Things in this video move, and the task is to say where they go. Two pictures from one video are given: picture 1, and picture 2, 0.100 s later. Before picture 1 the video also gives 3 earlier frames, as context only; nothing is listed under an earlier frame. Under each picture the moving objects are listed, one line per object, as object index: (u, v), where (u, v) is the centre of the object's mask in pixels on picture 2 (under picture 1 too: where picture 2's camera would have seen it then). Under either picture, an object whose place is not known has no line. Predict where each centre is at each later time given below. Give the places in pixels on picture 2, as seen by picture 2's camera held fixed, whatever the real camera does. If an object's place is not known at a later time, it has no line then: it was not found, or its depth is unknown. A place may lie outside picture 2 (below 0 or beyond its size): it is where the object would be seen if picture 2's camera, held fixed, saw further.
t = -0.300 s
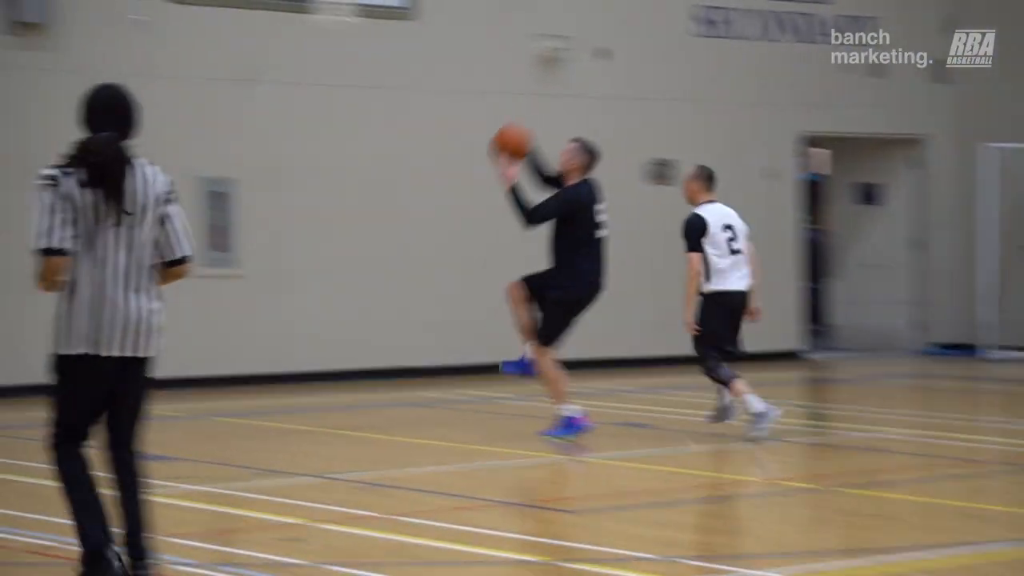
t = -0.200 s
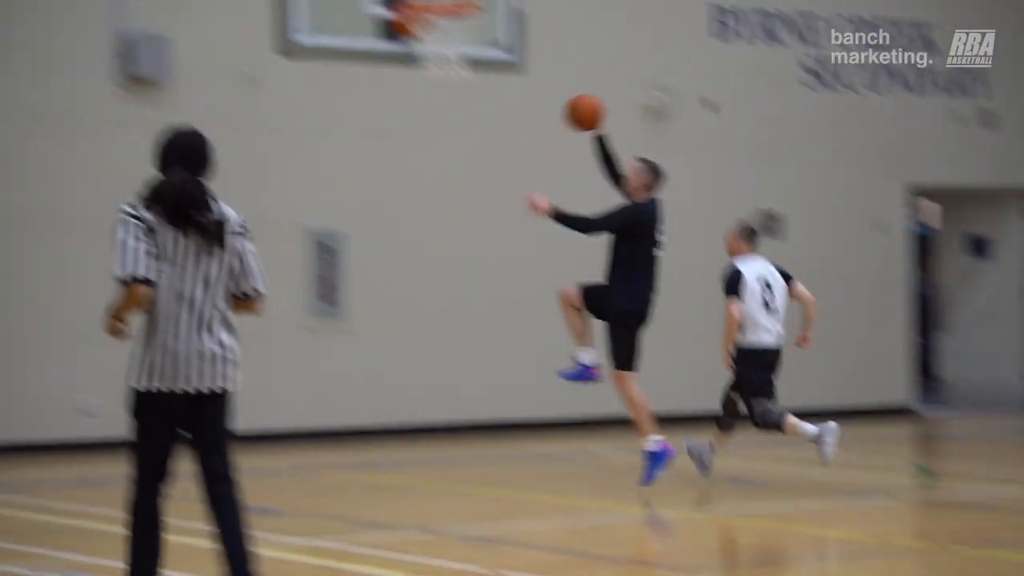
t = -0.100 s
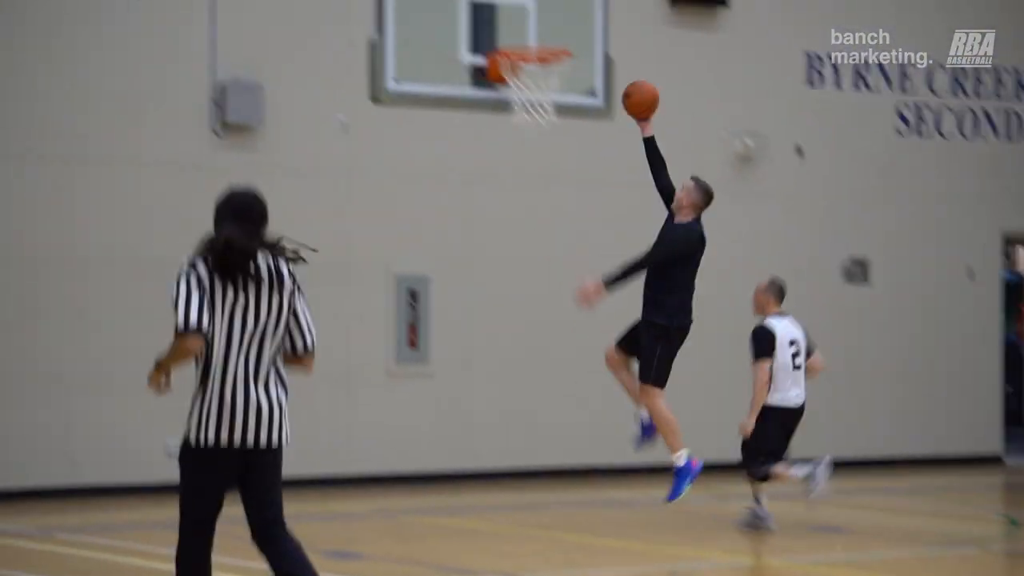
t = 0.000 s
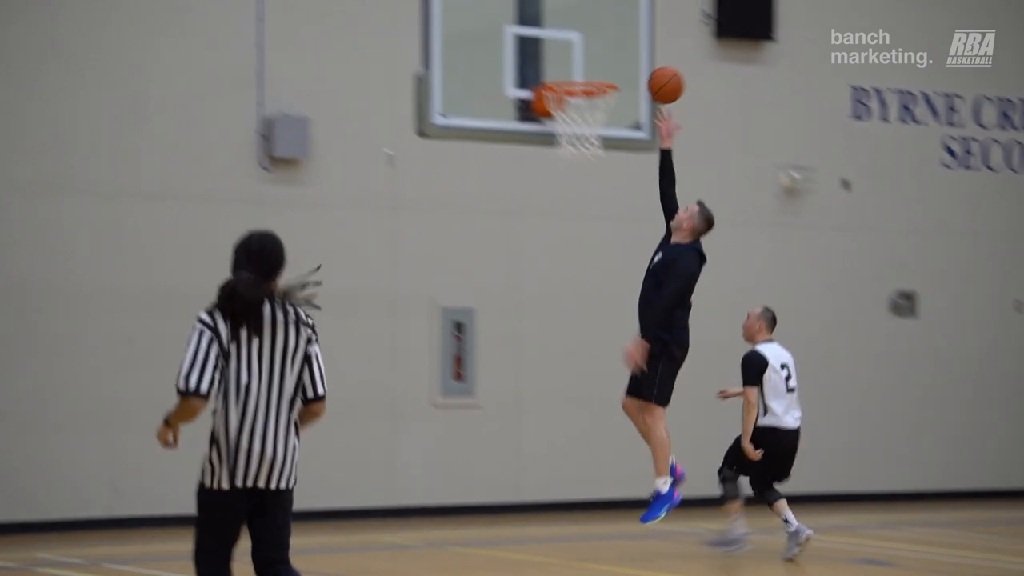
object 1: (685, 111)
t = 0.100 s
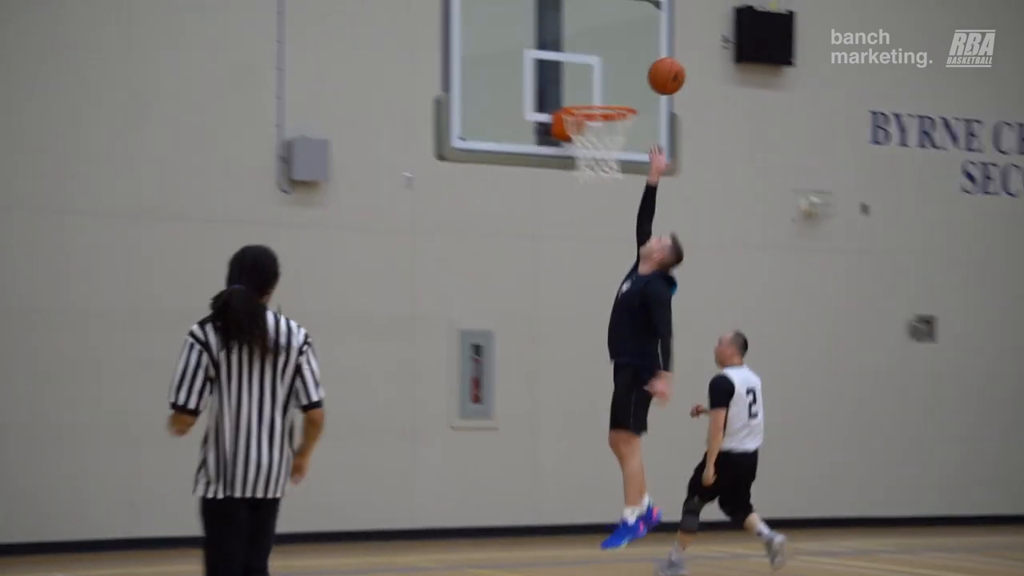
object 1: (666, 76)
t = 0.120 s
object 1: (662, 71)
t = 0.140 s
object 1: (659, 66)
